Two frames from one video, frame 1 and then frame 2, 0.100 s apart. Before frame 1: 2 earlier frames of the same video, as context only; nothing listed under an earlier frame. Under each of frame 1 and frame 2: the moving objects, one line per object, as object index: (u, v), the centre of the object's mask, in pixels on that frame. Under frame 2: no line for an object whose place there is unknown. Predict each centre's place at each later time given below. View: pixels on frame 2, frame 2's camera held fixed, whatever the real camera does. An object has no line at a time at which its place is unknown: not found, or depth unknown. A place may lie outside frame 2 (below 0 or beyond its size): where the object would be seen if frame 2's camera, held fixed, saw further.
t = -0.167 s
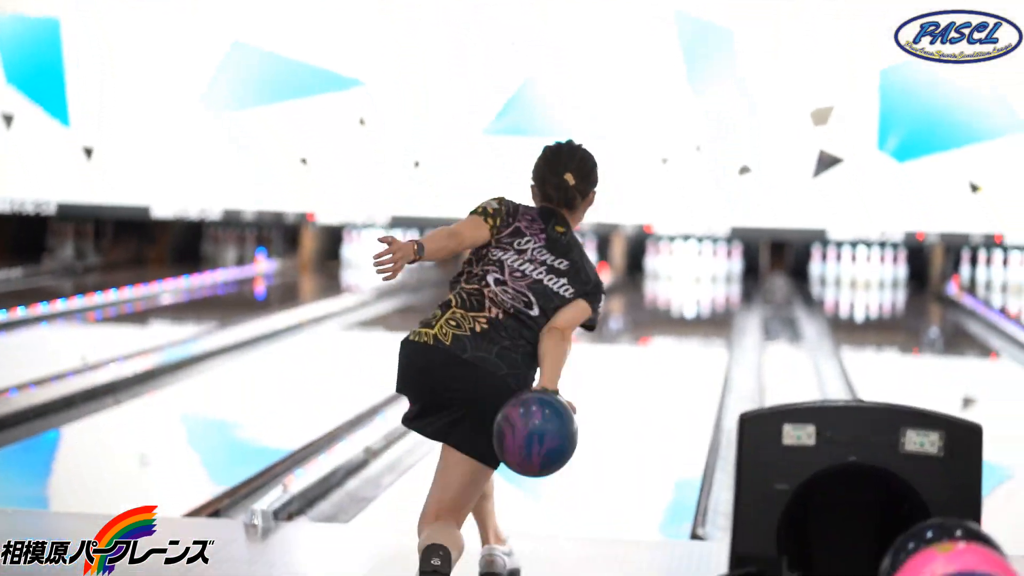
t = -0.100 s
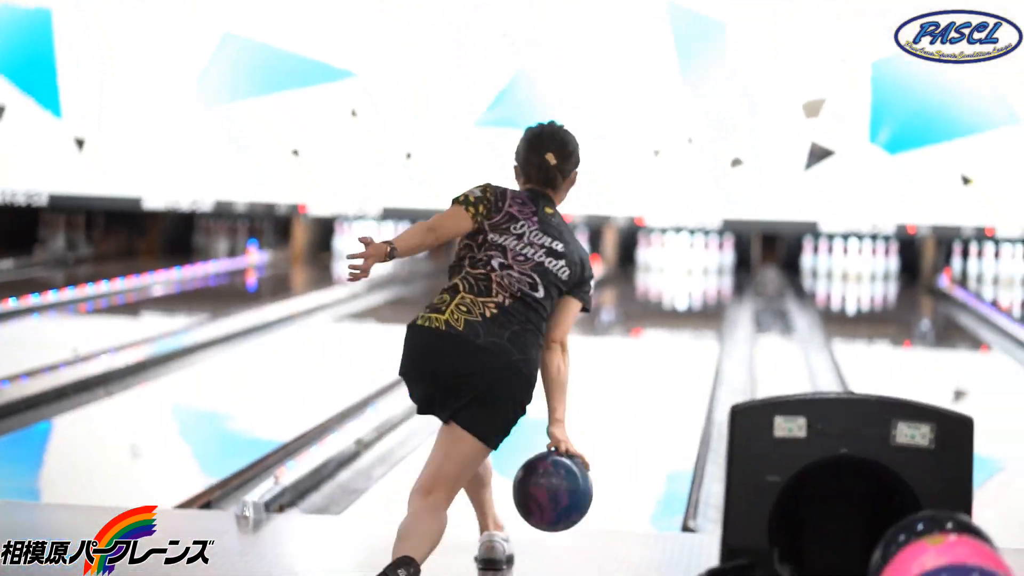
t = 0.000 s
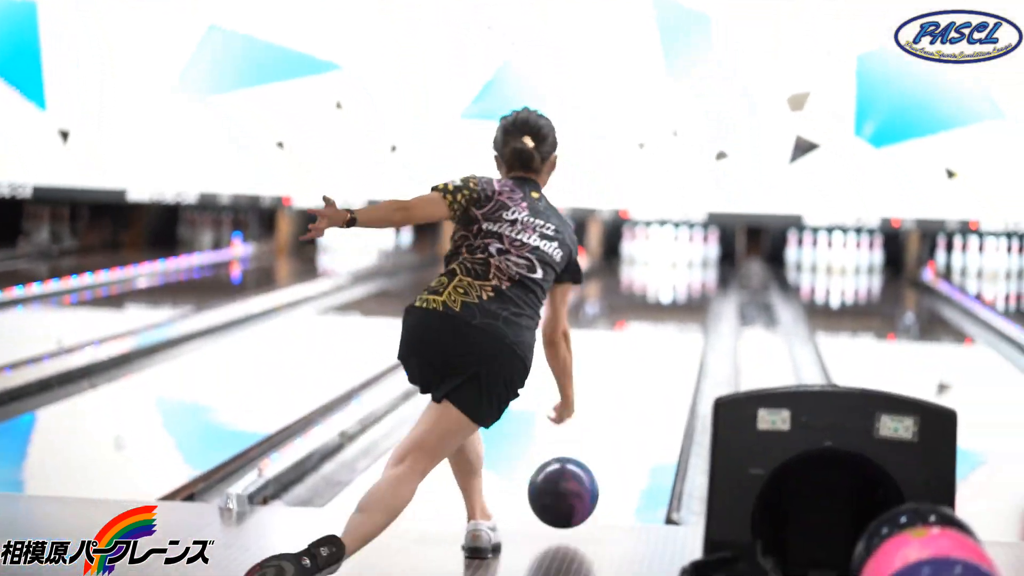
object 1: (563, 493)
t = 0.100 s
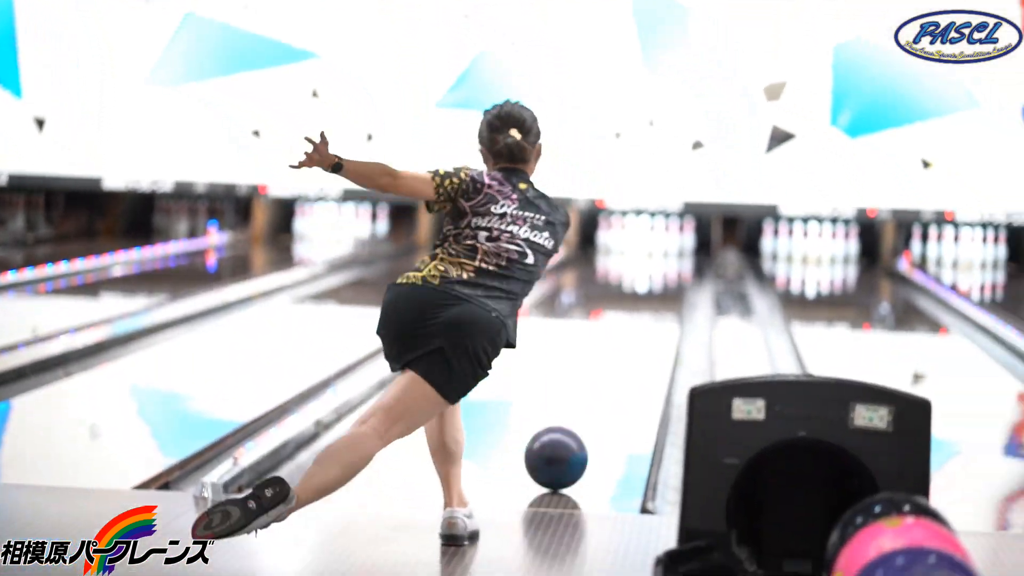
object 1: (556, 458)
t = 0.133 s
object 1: (562, 449)
